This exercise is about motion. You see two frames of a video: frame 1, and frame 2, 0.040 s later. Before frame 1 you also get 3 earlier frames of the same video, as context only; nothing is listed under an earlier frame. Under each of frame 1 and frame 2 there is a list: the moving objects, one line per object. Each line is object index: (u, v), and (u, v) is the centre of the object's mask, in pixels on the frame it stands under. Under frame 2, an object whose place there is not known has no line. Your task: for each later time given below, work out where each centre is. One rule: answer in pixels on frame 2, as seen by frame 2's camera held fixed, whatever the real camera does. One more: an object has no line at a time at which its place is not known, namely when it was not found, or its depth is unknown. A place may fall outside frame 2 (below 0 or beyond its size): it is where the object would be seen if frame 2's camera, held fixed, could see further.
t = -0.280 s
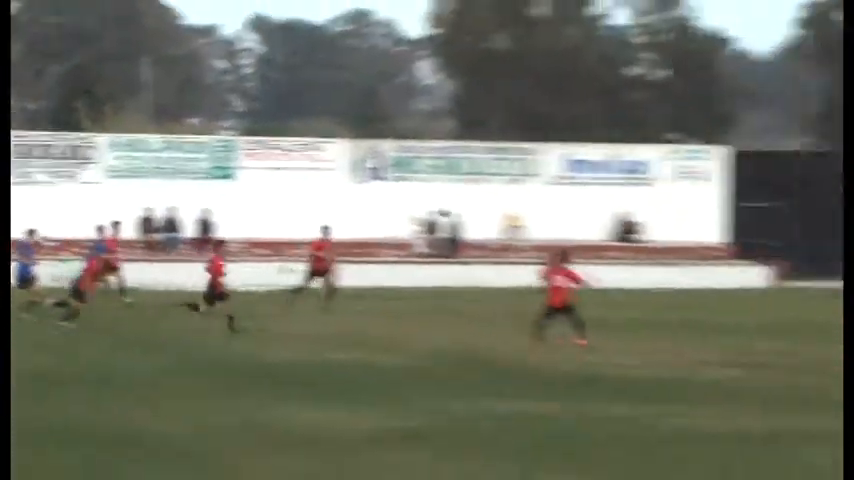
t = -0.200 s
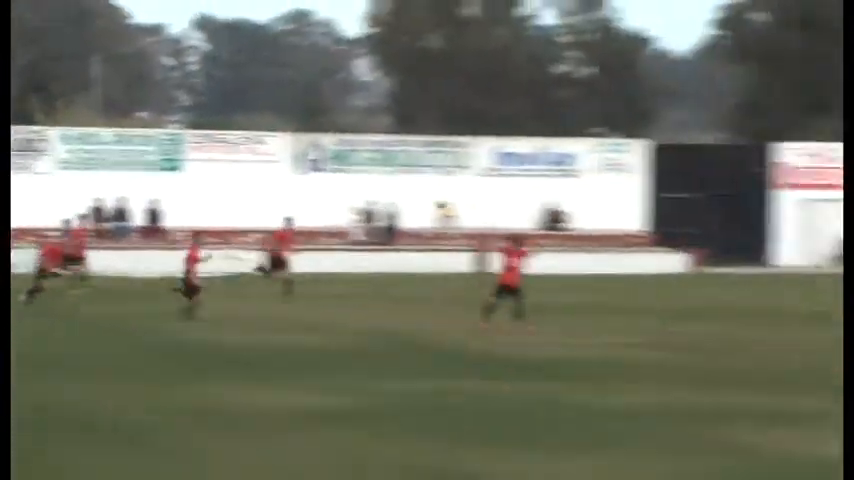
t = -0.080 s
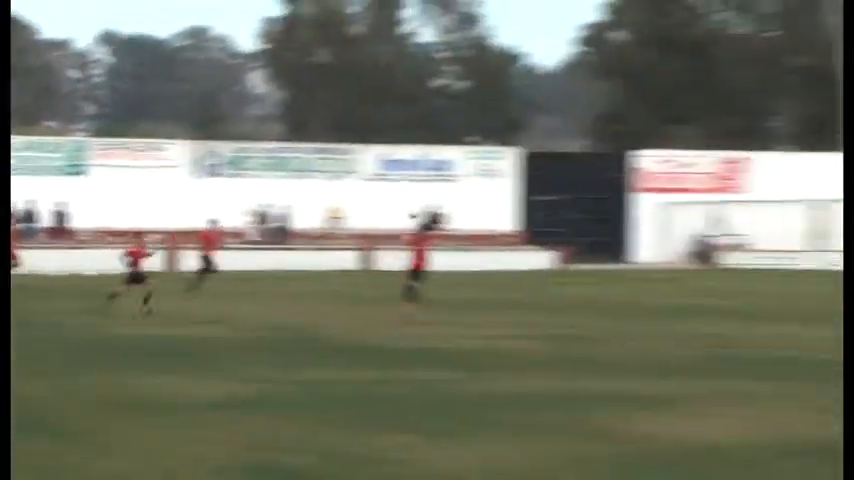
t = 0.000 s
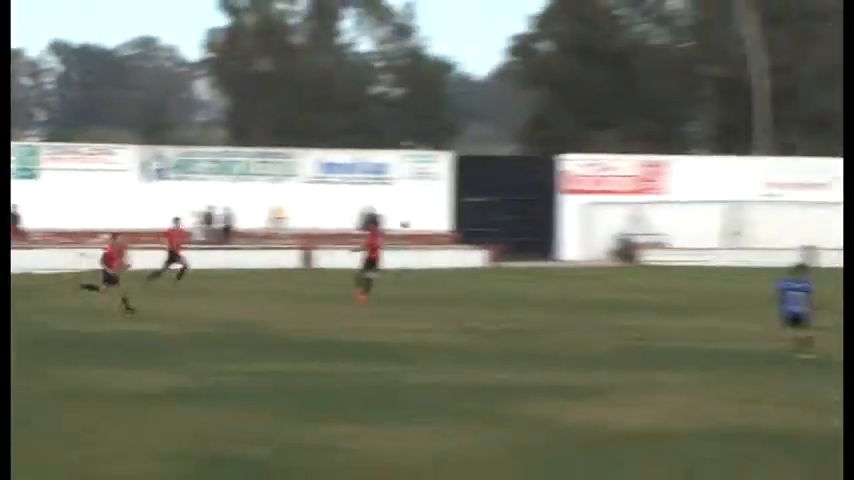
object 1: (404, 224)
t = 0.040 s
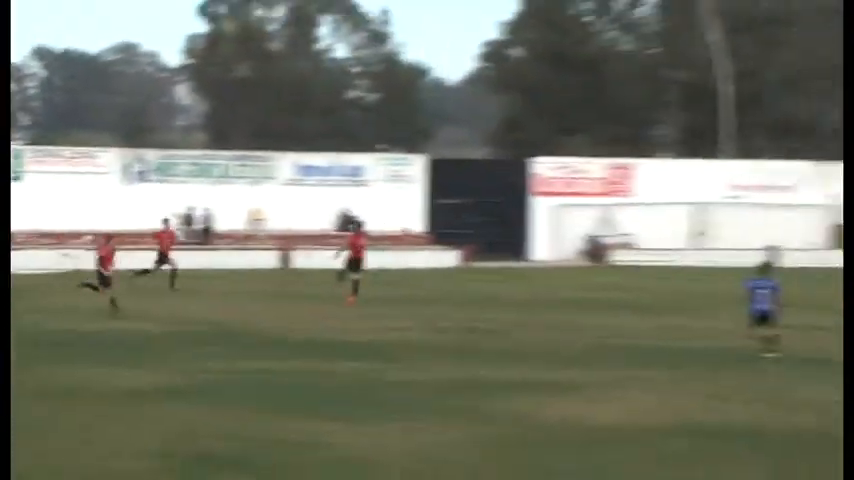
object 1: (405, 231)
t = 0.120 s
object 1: (458, 240)
